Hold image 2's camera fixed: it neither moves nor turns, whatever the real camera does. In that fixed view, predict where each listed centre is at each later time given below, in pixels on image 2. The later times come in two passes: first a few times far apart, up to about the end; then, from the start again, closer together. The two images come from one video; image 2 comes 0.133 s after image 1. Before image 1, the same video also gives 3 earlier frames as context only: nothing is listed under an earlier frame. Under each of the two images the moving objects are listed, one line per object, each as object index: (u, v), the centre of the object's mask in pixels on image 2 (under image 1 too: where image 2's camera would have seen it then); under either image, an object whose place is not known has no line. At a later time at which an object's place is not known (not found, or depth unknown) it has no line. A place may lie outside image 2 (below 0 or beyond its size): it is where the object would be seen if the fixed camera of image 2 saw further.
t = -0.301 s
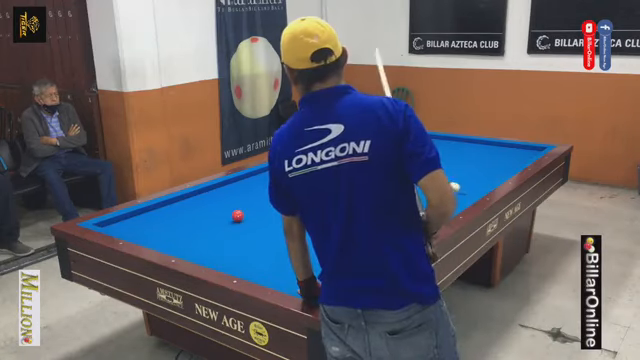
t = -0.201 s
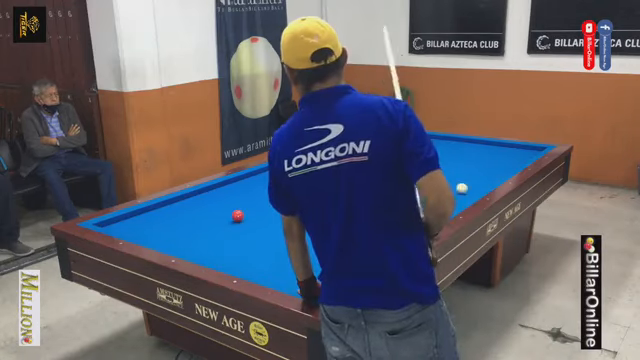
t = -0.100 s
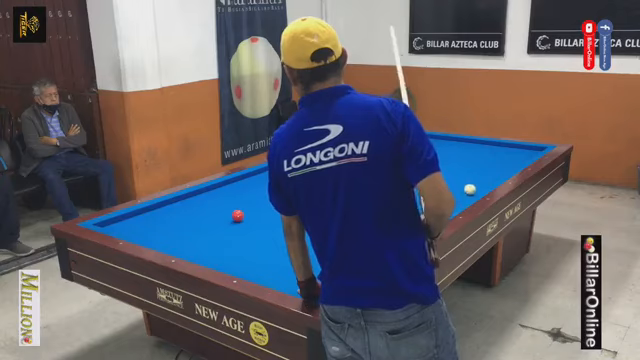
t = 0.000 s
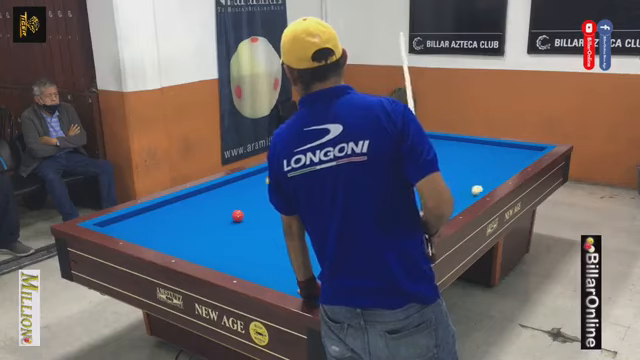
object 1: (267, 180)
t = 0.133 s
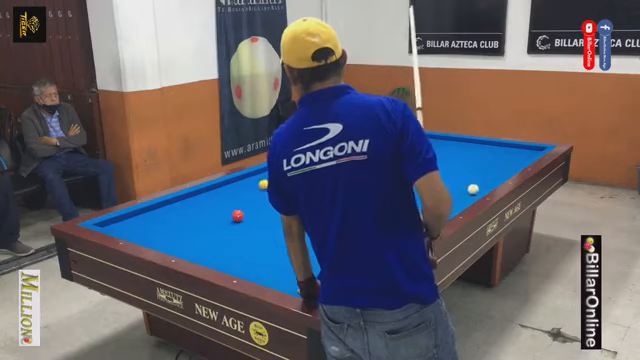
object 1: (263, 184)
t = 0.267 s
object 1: (256, 189)
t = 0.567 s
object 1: (237, 199)
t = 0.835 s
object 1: (220, 208)
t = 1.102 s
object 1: (202, 218)
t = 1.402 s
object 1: (180, 231)
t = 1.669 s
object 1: (160, 241)
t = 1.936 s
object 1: (177, 239)
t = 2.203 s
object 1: (198, 235)
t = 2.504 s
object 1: (218, 230)
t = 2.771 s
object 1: (236, 227)
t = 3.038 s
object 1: (252, 224)
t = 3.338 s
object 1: (268, 221)
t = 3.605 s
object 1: (282, 218)
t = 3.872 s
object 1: (295, 215)
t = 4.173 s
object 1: (309, 212)
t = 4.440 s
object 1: (321, 210)
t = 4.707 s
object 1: (331, 208)
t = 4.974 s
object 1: (341, 206)
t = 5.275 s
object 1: (351, 204)
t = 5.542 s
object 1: (360, 202)
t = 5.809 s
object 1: (368, 201)
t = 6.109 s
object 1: (376, 199)
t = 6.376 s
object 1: (383, 198)
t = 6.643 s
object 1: (389, 197)
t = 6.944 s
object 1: (395, 195)
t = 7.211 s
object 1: (400, 194)
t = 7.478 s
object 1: (405, 194)
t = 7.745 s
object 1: (409, 193)
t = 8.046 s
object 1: (414, 192)
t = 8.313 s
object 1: (417, 191)
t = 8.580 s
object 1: (420, 191)
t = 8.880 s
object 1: (423, 190)
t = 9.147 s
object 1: (425, 190)
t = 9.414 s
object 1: (426, 189)
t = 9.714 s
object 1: (427, 189)
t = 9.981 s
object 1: (428, 189)
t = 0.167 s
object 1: (262, 185)
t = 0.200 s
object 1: (259, 187)
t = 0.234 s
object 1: (258, 188)
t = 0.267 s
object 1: (256, 189)
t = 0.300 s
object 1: (254, 190)
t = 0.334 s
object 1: (252, 191)
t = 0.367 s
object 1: (250, 192)
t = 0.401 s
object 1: (249, 193)
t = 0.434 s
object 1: (246, 194)
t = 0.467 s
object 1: (243, 196)
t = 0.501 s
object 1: (241, 197)
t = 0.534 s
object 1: (239, 198)
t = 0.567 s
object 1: (237, 199)
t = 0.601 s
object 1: (235, 200)
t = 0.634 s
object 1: (233, 201)
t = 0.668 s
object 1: (231, 203)
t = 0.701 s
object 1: (229, 204)
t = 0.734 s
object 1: (226, 205)
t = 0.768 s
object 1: (224, 206)
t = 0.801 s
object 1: (222, 207)
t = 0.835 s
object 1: (220, 208)
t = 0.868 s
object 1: (218, 210)
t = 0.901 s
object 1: (216, 211)
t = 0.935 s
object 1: (213, 212)
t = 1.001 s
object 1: (209, 215)
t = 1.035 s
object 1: (207, 216)
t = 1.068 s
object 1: (204, 217)
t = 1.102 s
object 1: (202, 218)
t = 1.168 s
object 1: (198, 221)
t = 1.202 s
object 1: (195, 222)
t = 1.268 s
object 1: (190, 225)
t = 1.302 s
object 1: (188, 226)
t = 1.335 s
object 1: (185, 228)
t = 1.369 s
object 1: (183, 229)
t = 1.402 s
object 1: (180, 231)
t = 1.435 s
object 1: (178, 232)
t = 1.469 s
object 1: (175, 233)
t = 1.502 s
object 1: (173, 235)
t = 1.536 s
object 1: (170, 237)
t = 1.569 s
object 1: (167, 238)
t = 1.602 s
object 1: (165, 239)
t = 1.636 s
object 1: (162, 240)
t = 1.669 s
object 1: (160, 241)
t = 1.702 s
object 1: (159, 242)
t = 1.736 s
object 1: (162, 241)
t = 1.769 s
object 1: (164, 241)
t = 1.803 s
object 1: (167, 241)
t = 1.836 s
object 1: (170, 241)
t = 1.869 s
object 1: (172, 240)
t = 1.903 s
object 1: (175, 240)
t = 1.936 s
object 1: (177, 239)
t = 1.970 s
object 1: (180, 239)
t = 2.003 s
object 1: (182, 238)
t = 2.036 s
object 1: (185, 238)
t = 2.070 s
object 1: (188, 237)
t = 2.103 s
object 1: (190, 236)
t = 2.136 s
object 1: (193, 236)
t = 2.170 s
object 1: (195, 235)
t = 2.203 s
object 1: (198, 235)
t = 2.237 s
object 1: (200, 235)
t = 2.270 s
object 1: (202, 234)
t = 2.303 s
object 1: (205, 233)
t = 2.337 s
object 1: (207, 233)
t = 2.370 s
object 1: (210, 232)
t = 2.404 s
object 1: (212, 232)
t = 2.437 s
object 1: (214, 231)
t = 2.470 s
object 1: (216, 231)
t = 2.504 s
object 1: (218, 230)
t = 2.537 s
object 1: (221, 230)
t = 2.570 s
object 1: (223, 230)
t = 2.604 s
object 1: (225, 229)
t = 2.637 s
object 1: (227, 229)
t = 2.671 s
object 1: (229, 228)
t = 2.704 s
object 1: (232, 228)
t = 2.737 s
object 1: (234, 228)
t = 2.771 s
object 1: (236, 227)
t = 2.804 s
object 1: (238, 227)
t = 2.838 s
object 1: (240, 226)
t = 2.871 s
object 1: (242, 226)
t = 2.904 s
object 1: (244, 225)
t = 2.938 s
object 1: (246, 225)
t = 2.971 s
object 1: (248, 225)
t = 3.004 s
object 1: (250, 224)
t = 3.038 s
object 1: (252, 224)
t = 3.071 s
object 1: (254, 223)
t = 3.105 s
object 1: (255, 223)
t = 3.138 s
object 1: (257, 223)
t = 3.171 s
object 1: (259, 222)
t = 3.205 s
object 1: (261, 222)
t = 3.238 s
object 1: (263, 222)
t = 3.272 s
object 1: (265, 221)
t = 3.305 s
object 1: (267, 221)
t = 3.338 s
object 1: (268, 221)
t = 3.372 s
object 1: (270, 220)
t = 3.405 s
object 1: (272, 220)
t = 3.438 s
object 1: (274, 219)
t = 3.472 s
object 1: (275, 219)
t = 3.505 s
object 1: (277, 219)
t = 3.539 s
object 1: (279, 218)
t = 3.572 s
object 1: (281, 218)
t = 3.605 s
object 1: (282, 218)
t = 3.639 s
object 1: (284, 218)
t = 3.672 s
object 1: (286, 217)
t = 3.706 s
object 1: (287, 217)
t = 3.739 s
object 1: (289, 216)
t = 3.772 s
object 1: (290, 216)
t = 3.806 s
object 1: (292, 216)
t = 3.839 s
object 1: (294, 215)
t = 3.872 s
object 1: (295, 215)
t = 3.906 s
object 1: (297, 215)
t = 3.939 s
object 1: (298, 215)
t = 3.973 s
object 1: (300, 214)
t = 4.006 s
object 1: (301, 214)
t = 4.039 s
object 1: (303, 214)
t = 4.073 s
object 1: (305, 213)
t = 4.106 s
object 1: (306, 213)
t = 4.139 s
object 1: (308, 213)
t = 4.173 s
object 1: (309, 212)
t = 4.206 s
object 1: (310, 212)
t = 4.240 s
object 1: (312, 212)
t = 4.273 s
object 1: (313, 212)
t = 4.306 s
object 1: (315, 211)
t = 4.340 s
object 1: (316, 211)
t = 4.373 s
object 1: (318, 211)
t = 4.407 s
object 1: (319, 211)
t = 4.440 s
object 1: (321, 210)
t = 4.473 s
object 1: (322, 210)
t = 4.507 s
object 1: (323, 210)
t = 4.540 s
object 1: (324, 210)
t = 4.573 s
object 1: (326, 209)
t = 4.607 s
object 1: (327, 209)
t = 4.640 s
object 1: (329, 209)
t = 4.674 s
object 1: (330, 209)
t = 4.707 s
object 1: (331, 208)
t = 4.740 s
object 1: (332, 208)
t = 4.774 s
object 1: (334, 208)
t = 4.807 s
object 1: (335, 208)
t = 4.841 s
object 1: (336, 207)
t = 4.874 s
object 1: (338, 207)
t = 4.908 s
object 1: (339, 207)
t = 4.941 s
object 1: (340, 206)
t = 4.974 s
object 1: (341, 206)
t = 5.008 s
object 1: (342, 206)
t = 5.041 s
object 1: (343, 206)
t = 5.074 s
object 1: (344, 206)
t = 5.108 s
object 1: (345, 205)
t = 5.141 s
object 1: (347, 205)
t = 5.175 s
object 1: (348, 205)
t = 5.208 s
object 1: (349, 205)
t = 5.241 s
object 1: (350, 204)
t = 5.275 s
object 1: (351, 204)
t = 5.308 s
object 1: (352, 204)
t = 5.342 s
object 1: (353, 204)
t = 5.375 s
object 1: (354, 203)
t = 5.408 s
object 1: (356, 203)
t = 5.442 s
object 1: (356, 203)
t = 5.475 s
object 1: (358, 203)
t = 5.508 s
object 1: (359, 203)
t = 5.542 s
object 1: (360, 202)
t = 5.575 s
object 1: (361, 202)
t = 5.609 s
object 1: (362, 202)
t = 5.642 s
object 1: (363, 202)
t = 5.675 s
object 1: (364, 202)
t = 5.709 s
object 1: (365, 201)
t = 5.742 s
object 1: (365, 201)
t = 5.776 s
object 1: (367, 201)
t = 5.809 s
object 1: (368, 201)
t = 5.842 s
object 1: (368, 201)
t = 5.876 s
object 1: (370, 200)
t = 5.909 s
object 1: (370, 200)
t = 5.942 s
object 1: (371, 200)
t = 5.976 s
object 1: (372, 200)
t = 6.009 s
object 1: (373, 200)
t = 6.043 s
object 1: (374, 199)
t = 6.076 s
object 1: (375, 199)
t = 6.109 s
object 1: (376, 199)
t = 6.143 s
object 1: (377, 199)
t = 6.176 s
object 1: (377, 199)
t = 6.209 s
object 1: (378, 199)
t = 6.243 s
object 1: (379, 198)
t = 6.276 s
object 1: (380, 198)
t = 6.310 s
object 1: (381, 198)
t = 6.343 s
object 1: (382, 198)
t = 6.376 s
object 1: (383, 198)
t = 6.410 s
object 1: (383, 198)
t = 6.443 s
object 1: (384, 198)
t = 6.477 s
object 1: (385, 197)
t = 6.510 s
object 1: (386, 197)
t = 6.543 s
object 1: (387, 197)
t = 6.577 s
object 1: (387, 197)
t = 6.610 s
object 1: (388, 197)
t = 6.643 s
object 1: (389, 197)
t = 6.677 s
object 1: (390, 196)
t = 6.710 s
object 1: (390, 196)
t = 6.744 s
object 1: (391, 196)
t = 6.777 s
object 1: (392, 196)
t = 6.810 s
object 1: (392, 196)
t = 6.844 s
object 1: (393, 196)
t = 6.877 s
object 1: (393, 196)
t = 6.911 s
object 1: (395, 195)
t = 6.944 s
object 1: (395, 195)
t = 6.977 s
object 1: (396, 195)
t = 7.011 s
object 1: (397, 195)
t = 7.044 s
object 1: (397, 195)
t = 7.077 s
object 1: (398, 195)
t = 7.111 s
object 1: (398, 195)
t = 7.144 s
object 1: (399, 195)
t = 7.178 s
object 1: (400, 194)
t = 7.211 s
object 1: (400, 194)
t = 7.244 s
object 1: (401, 194)
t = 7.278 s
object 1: (401, 194)
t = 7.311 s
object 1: (402, 194)
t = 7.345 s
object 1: (403, 194)
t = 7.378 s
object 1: (403, 194)
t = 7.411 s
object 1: (404, 194)
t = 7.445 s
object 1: (405, 194)
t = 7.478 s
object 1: (405, 194)
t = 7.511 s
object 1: (406, 193)
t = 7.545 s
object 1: (406, 193)
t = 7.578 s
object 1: (407, 193)
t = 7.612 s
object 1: (407, 193)
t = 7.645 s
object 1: (408, 193)
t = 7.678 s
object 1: (408, 193)
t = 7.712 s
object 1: (409, 193)
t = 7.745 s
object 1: (409, 193)
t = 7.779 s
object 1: (410, 192)
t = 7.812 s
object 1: (410, 192)
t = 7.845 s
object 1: (411, 192)
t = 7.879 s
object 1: (411, 192)
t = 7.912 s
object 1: (412, 192)
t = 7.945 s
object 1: (412, 192)
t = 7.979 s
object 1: (413, 192)
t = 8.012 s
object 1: (413, 192)
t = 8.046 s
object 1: (414, 192)
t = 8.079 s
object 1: (414, 192)
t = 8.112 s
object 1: (415, 192)
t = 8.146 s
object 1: (415, 192)
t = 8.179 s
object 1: (415, 191)
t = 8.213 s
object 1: (416, 191)
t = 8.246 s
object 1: (416, 191)
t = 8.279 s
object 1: (417, 191)
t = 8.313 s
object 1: (417, 191)
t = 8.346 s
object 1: (417, 191)
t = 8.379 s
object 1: (417, 191)
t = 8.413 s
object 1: (418, 191)
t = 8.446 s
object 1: (419, 191)
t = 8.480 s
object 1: (419, 191)
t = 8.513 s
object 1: (419, 191)
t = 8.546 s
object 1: (419, 191)
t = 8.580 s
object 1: (420, 191)
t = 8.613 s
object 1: (420, 191)
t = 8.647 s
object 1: (420, 191)
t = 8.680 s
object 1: (421, 190)
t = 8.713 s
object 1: (421, 190)
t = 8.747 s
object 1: (422, 190)
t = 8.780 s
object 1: (422, 190)
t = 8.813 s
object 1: (422, 190)
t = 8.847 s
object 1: (423, 190)
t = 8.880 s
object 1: (423, 190)
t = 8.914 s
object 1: (423, 190)
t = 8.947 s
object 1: (423, 190)
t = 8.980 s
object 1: (424, 190)
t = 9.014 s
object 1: (424, 190)
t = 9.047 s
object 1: (424, 190)
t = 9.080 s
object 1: (424, 190)
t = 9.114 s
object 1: (424, 190)
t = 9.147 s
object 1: (425, 190)
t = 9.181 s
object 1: (425, 190)
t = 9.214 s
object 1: (425, 190)
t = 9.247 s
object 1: (425, 190)
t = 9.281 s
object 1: (425, 190)
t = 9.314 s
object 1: (426, 190)
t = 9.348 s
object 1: (426, 190)
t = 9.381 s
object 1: (426, 189)
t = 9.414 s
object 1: (426, 189)
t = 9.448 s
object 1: (426, 189)
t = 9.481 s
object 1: (426, 189)
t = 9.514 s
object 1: (426, 189)
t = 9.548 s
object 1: (427, 189)
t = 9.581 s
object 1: (427, 189)
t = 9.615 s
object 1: (427, 189)
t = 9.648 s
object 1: (427, 189)
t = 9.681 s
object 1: (427, 189)
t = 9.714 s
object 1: (427, 189)
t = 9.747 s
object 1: (427, 189)
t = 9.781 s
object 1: (427, 189)
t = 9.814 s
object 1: (427, 189)
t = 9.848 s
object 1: (427, 189)
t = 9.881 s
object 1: (428, 189)
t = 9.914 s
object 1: (427, 189)
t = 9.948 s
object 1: (428, 189)
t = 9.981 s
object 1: (428, 189)
